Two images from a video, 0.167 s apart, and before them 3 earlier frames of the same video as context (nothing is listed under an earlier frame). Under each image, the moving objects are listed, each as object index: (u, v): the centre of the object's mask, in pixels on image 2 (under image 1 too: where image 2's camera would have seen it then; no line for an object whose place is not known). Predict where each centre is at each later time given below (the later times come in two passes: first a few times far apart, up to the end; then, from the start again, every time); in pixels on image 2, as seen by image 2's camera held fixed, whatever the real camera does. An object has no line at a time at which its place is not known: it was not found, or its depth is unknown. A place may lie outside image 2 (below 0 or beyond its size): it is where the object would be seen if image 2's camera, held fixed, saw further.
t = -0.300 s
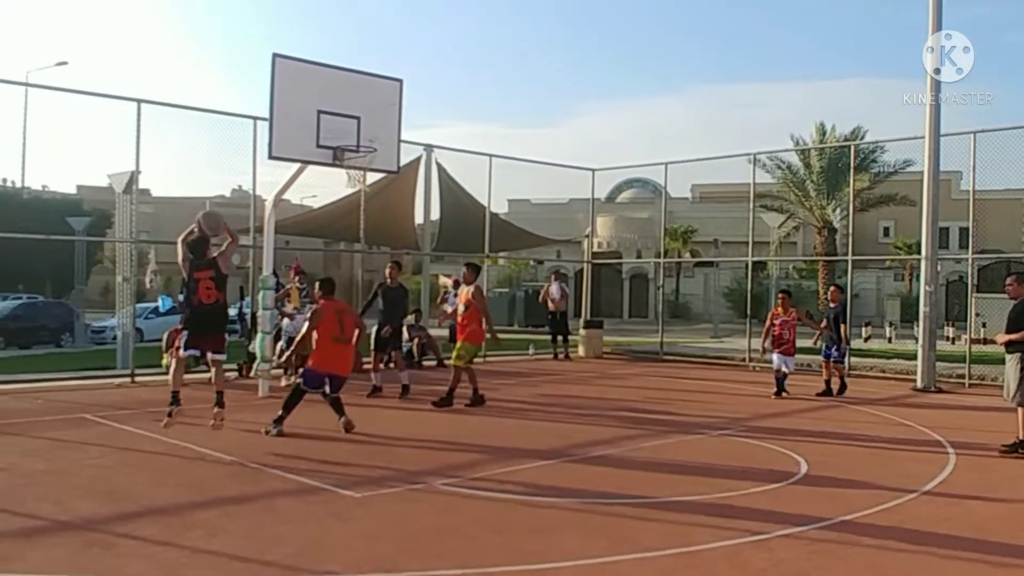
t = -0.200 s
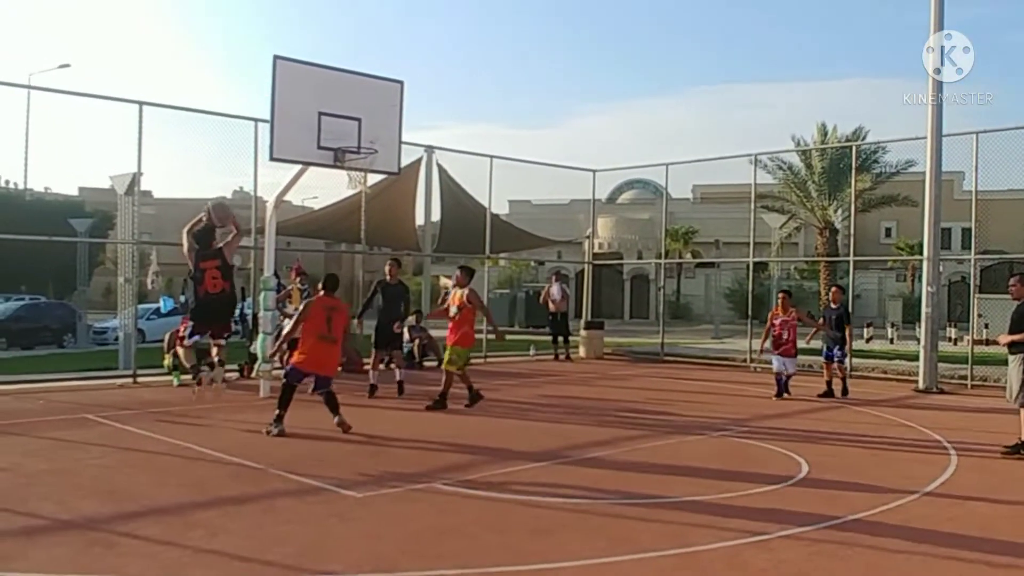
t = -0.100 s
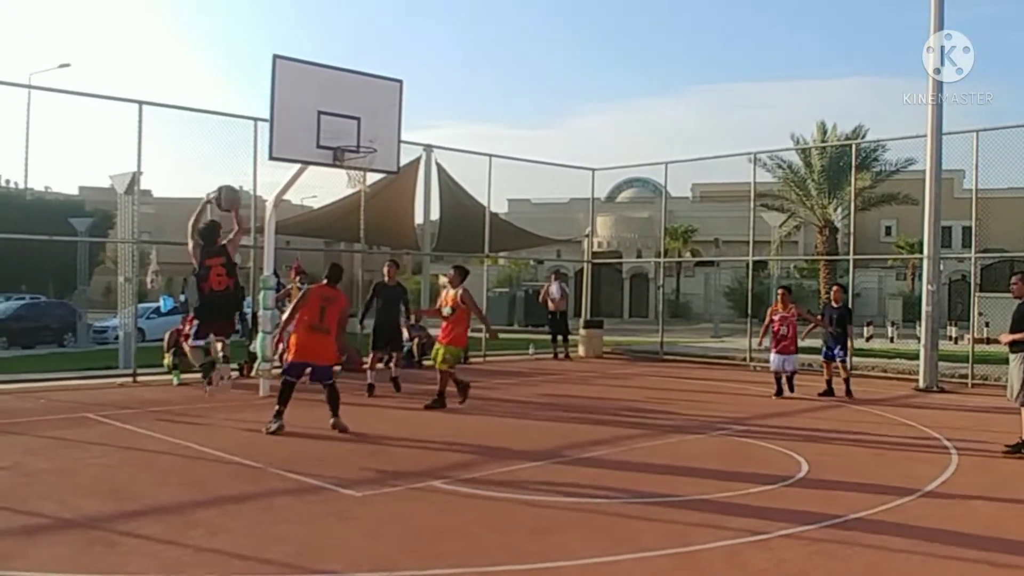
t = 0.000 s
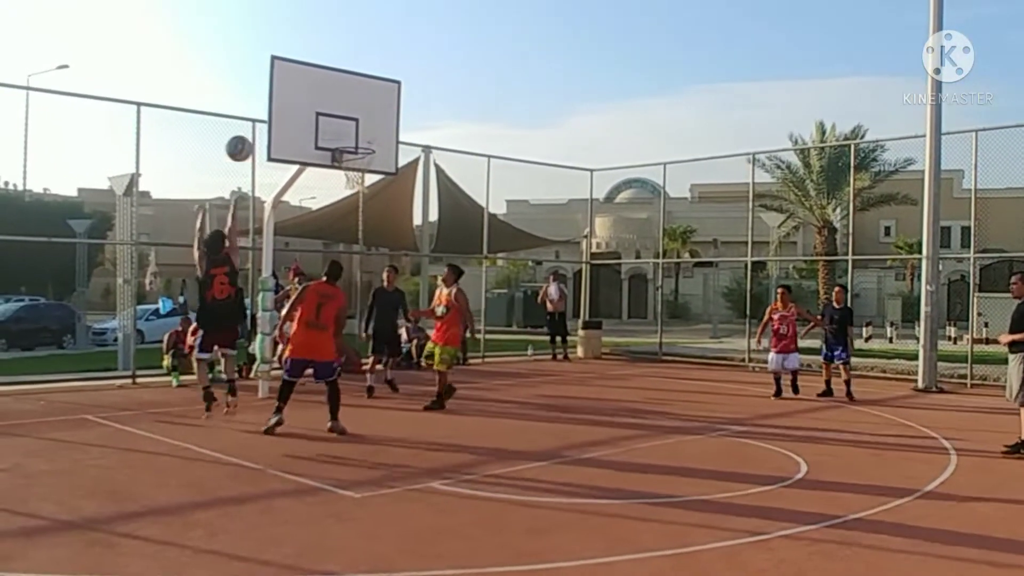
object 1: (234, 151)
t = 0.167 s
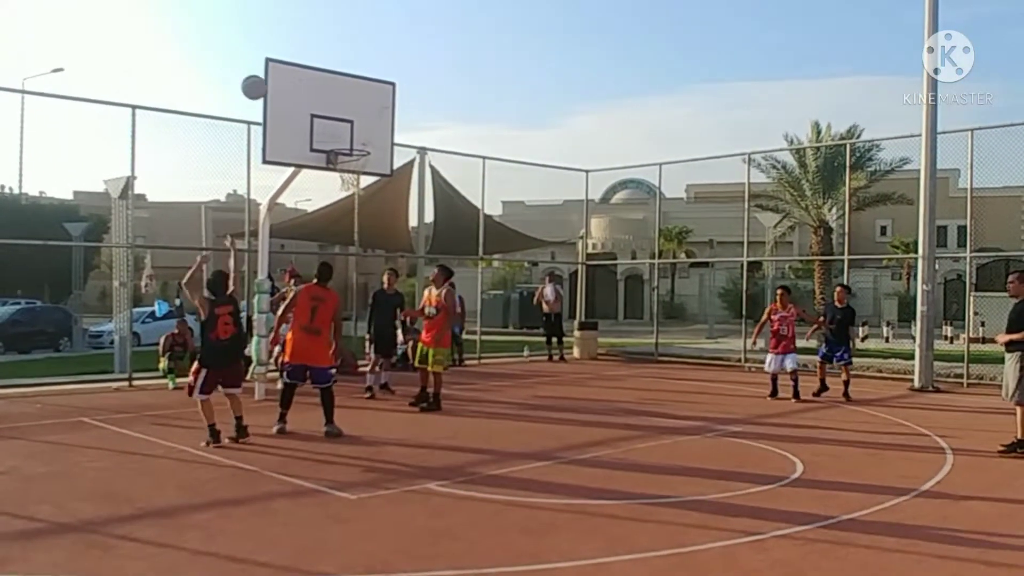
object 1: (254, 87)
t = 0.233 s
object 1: (261, 72)
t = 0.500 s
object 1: (287, 56)
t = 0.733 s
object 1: (305, 95)
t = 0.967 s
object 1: (319, 173)
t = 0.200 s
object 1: (257, 79)
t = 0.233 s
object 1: (261, 72)
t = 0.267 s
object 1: (265, 66)
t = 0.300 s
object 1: (268, 61)
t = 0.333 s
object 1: (271, 58)
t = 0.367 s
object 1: (274, 55)
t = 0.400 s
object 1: (277, 54)
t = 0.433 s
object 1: (281, 54)
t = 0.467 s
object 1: (284, 54)
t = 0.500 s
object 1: (287, 56)
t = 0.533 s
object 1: (289, 59)
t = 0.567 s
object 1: (292, 63)
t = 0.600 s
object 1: (295, 68)
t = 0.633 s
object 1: (298, 73)
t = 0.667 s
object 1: (301, 79)
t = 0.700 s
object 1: (302, 87)
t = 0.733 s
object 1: (305, 95)
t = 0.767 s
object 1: (307, 104)
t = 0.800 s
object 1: (309, 114)
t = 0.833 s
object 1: (311, 124)
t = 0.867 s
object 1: (313, 135)
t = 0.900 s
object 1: (315, 147)
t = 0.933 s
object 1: (319, 159)
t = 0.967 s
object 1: (319, 173)
